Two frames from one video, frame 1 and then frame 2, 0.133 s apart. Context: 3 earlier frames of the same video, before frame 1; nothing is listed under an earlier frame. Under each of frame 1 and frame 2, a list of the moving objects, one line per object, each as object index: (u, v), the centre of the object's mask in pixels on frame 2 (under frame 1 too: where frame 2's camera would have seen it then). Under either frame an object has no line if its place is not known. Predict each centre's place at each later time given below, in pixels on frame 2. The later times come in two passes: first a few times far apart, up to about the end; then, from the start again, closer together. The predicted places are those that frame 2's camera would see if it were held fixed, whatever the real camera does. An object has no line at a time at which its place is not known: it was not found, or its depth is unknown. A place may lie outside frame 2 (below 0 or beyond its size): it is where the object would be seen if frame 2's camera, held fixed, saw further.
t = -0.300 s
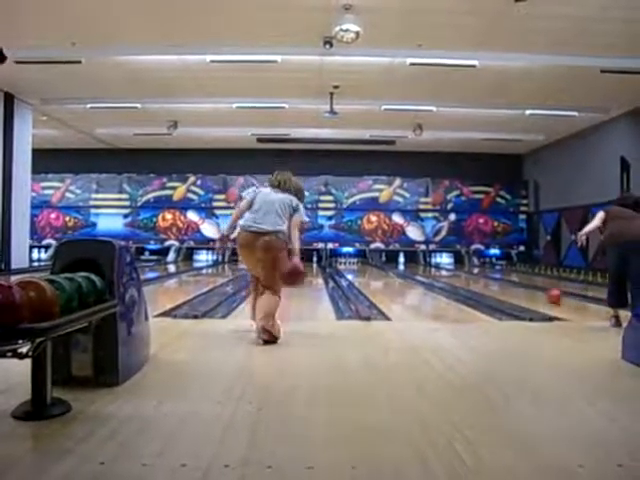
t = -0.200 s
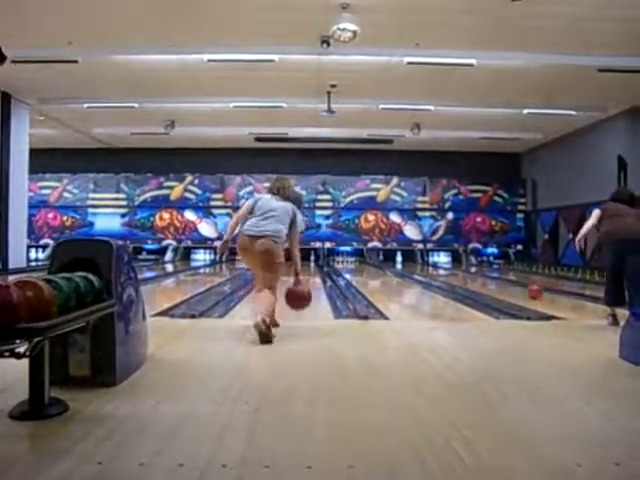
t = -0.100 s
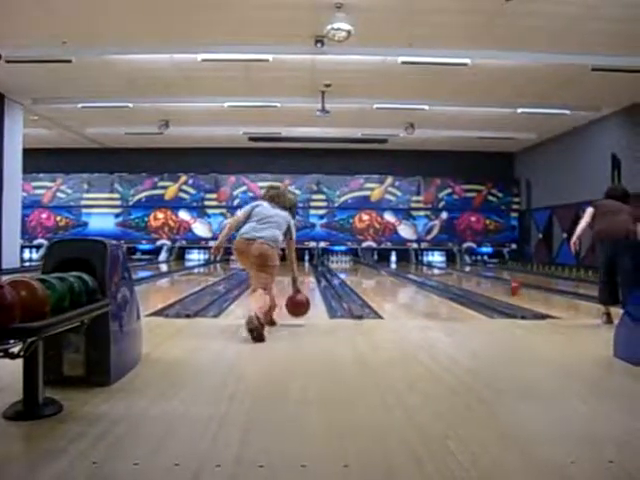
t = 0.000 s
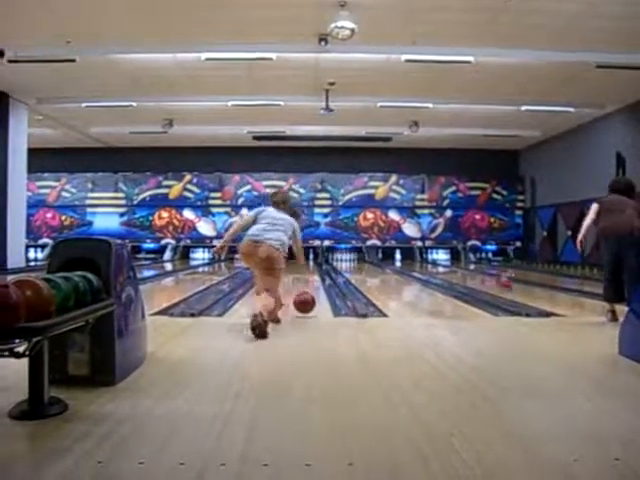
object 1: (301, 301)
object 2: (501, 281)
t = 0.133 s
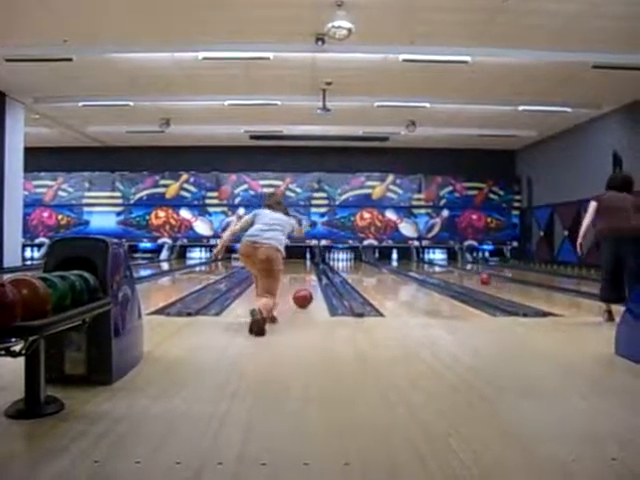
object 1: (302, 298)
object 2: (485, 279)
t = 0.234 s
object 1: (303, 294)
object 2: (476, 278)
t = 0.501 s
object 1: (306, 283)
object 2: (454, 273)
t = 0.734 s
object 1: (307, 278)
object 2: (436, 269)
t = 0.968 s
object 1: (308, 275)
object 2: (426, 267)
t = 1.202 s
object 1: (309, 271)
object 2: (414, 265)
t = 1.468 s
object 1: (308, 267)
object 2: (403, 262)
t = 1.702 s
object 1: (309, 265)
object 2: (403, 263)
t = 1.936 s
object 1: (309, 264)
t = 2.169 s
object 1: (308, 263)
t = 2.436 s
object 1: (310, 262)
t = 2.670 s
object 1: (309, 260)
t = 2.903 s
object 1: (314, 261)
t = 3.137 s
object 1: (314, 261)
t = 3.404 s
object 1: (315, 261)
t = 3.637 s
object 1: (312, 259)
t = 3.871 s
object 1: (313, 259)
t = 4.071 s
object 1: (314, 259)
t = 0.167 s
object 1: (302, 296)
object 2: (481, 278)
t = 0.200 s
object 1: (303, 295)
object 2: (478, 277)
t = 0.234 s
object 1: (303, 294)
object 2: (476, 278)
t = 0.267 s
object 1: (304, 291)
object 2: (475, 278)
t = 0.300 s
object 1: (304, 290)
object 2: (466, 277)
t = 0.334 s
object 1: (304, 289)
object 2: (465, 275)
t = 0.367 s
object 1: (304, 288)
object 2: (462, 274)
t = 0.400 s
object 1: (305, 287)
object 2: (462, 274)
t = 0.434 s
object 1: (305, 286)
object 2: (458, 274)
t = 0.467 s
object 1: (305, 285)
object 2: (458, 274)
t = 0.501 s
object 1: (306, 283)
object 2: (454, 273)
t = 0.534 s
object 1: (306, 282)
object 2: (451, 273)
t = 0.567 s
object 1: (306, 282)
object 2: (449, 272)
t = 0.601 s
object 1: (306, 281)
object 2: (447, 272)
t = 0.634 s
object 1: (306, 281)
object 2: (442, 271)
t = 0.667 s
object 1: (307, 279)
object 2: (439, 270)
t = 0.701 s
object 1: (307, 278)
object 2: (437, 270)
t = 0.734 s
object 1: (307, 278)
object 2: (436, 269)
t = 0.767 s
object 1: (306, 278)
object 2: (434, 269)
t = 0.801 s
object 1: (307, 277)
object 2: (432, 267)
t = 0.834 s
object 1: (307, 277)
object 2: (430, 268)
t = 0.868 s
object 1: (307, 277)
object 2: (430, 266)
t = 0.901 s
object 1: (308, 275)
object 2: (427, 266)
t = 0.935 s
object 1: (308, 275)
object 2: (427, 266)
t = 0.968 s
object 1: (308, 275)
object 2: (426, 267)
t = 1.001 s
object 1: (308, 275)
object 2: (426, 267)
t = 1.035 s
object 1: (308, 274)
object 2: (419, 266)
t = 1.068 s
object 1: (308, 273)
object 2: (418, 266)
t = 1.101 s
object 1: (308, 273)
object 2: (417, 266)
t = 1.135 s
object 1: (309, 271)
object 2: (416, 266)
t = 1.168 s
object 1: (309, 271)
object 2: (414, 265)
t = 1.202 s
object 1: (309, 271)
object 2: (414, 265)
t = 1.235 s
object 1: (309, 270)
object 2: (412, 264)
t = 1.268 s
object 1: (308, 270)
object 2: (411, 264)
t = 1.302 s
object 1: (308, 270)
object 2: (409, 264)
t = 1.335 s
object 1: (308, 269)
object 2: (409, 265)
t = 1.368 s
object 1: (308, 268)
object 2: (409, 264)
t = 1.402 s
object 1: (309, 268)
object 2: (404, 263)
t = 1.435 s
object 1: (309, 267)
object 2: (403, 262)
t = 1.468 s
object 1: (308, 267)
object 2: (403, 262)
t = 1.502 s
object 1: (308, 267)
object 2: (403, 262)
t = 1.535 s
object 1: (308, 267)
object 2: (402, 262)
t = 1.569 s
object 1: (308, 266)
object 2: (402, 262)
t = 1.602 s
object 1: (308, 266)
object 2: (403, 262)
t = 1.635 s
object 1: (308, 266)
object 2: (403, 263)
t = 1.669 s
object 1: (308, 266)
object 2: (403, 263)
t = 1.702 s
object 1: (309, 265)
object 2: (403, 263)
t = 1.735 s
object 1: (309, 265)
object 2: (402, 262)
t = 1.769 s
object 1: (309, 265)
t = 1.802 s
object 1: (309, 265)
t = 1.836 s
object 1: (308, 265)
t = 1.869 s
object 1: (308, 265)
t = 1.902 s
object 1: (308, 264)
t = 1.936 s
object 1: (309, 264)
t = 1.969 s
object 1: (309, 264)
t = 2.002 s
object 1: (309, 264)
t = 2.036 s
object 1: (310, 264)
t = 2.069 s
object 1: (308, 264)
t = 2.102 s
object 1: (309, 263)
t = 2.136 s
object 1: (310, 263)
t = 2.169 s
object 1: (308, 263)
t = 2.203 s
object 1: (309, 263)
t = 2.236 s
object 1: (309, 262)
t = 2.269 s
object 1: (309, 263)
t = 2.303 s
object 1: (309, 263)
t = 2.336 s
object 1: (309, 262)
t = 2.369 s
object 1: (309, 262)
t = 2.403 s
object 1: (309, 262)
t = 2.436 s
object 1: (310, 262)
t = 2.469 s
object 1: (310, 261)
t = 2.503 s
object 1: (310, 260)
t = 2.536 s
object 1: (310, 261)
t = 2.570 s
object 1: (310, 260)
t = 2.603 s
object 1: (311, 260)
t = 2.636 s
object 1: (309, 260)
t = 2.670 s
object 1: (309, 260)
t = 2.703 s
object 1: (310, 261)
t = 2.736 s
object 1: (310, 261)
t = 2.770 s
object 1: (311, 261)
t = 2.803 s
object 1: (312, 261)
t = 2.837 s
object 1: (312, 261)
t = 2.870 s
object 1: (313, 261)
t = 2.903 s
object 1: (314, 261)
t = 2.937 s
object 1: (313, 262)
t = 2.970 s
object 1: (313, 261)
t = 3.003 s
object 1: (313, 261)
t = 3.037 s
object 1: (313, 260)
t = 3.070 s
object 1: (314, 261)
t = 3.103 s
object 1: (313, 260)
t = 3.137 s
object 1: (314, 261)
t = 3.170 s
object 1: (314, 261)
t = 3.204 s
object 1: (314, 260)
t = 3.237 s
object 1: (313, 260)
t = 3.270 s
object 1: (314, 260)
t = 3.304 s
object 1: (314, 261)
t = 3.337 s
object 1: (315, 261)
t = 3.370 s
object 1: (315, 261)
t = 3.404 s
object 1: (315, 261)
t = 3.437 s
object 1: (315, 261)
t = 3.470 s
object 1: (315, 261)
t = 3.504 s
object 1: (315, 261)
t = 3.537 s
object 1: (315, 261)
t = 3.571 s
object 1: (313, 259)
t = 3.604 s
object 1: (313, 259)
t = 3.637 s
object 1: (312, 259)
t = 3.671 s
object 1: (313, 259)
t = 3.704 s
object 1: (314, 260)
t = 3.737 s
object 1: (313, 260)
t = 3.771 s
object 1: (315, 260)
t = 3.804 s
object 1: (313, 260)
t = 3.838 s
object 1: (313, 259)
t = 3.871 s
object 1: (313, 259)
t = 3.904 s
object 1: (313, 259)
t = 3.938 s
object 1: (313, 259)
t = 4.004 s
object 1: (314, 259)
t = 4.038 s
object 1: (314, 258)
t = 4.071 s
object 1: (314, 259)
